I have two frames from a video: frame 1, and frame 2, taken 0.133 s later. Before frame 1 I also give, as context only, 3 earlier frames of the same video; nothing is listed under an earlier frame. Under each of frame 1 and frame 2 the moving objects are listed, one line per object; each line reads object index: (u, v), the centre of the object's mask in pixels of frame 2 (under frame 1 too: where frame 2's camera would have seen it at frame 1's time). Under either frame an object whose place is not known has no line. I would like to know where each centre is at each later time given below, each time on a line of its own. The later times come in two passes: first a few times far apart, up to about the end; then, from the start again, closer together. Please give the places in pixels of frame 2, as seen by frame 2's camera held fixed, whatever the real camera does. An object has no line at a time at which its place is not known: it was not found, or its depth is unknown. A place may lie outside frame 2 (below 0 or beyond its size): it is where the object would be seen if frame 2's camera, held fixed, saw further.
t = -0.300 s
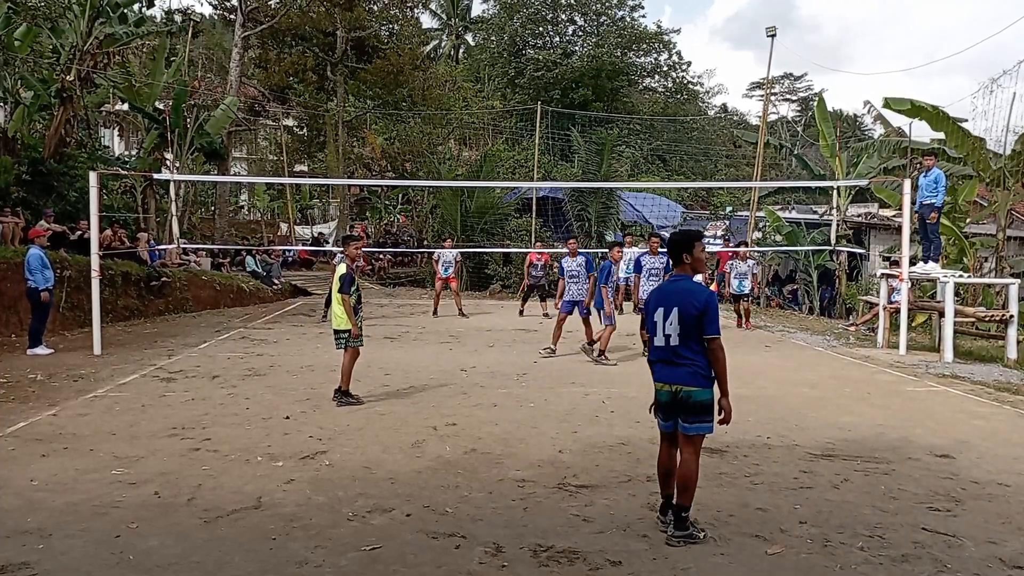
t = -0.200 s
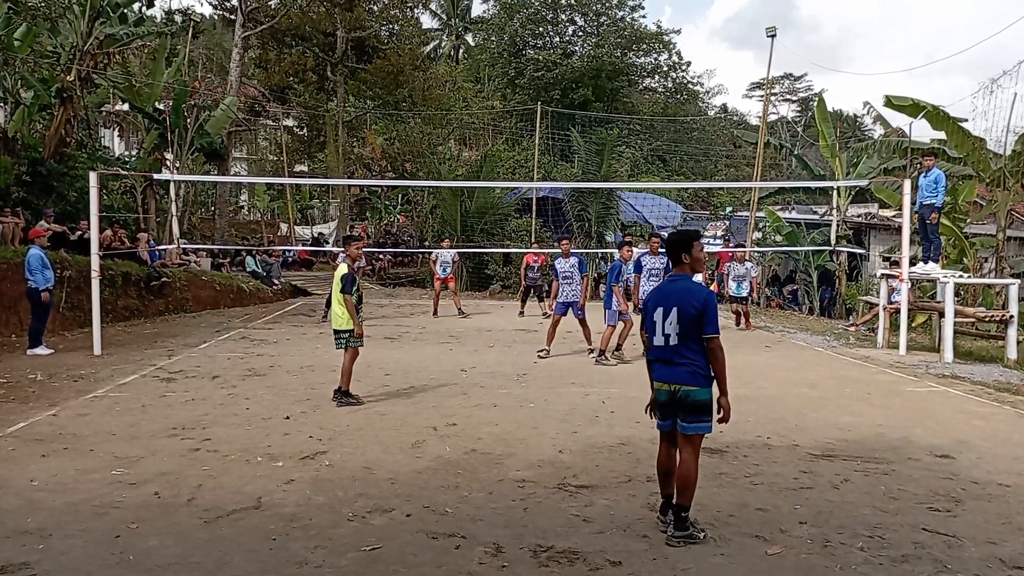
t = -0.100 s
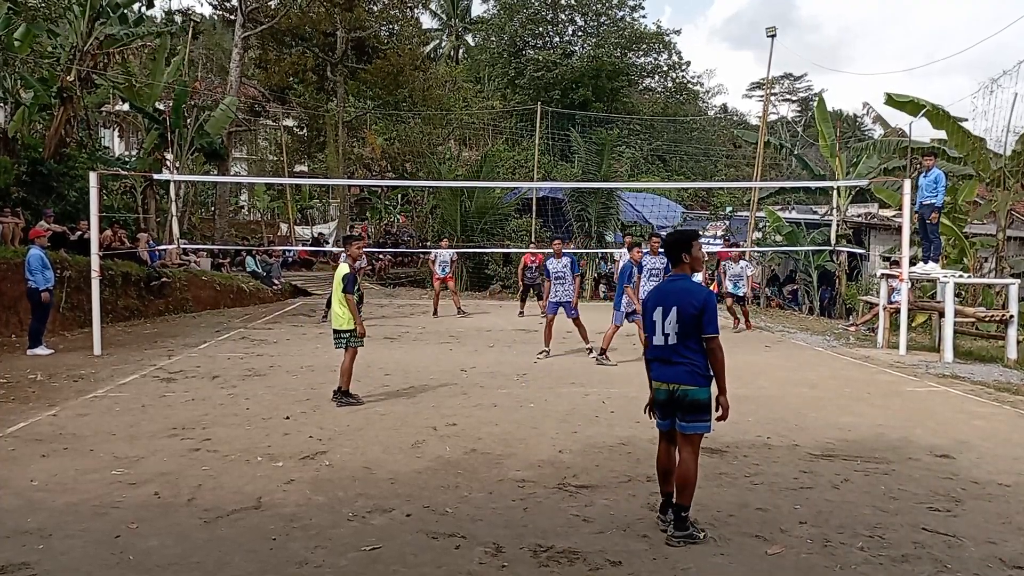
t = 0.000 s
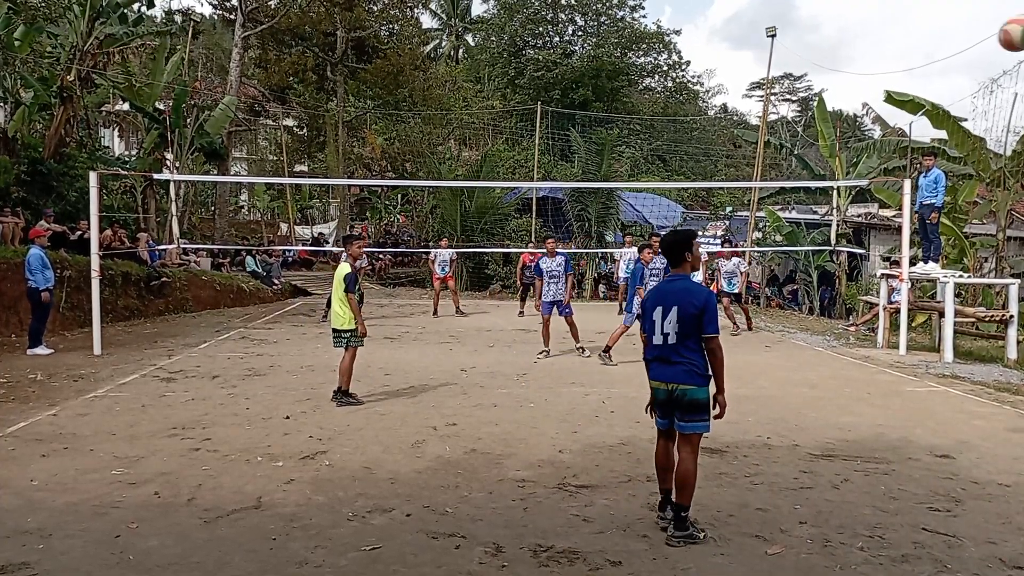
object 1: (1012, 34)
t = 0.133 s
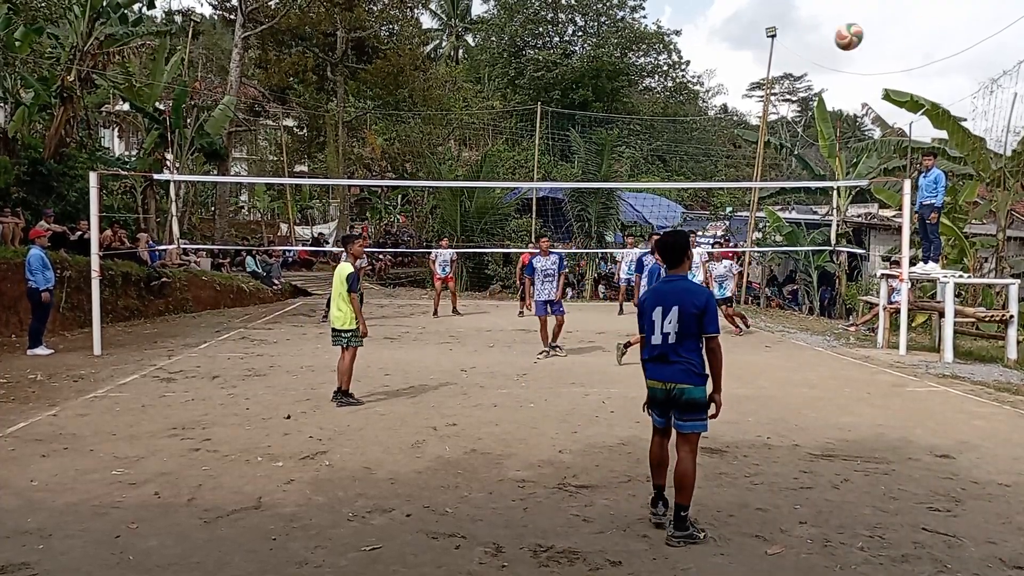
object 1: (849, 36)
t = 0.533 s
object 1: (647, 116)
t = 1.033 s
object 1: (548, 245)
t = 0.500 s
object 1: (657, 108)
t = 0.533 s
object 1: (647, 116)
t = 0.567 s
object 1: (638, 125)
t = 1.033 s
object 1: (548, 245)
